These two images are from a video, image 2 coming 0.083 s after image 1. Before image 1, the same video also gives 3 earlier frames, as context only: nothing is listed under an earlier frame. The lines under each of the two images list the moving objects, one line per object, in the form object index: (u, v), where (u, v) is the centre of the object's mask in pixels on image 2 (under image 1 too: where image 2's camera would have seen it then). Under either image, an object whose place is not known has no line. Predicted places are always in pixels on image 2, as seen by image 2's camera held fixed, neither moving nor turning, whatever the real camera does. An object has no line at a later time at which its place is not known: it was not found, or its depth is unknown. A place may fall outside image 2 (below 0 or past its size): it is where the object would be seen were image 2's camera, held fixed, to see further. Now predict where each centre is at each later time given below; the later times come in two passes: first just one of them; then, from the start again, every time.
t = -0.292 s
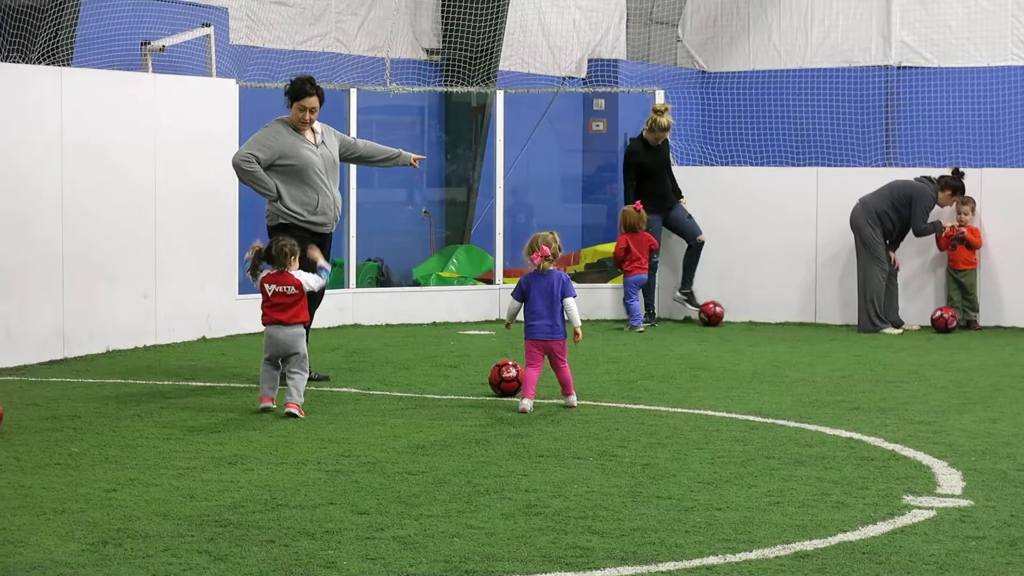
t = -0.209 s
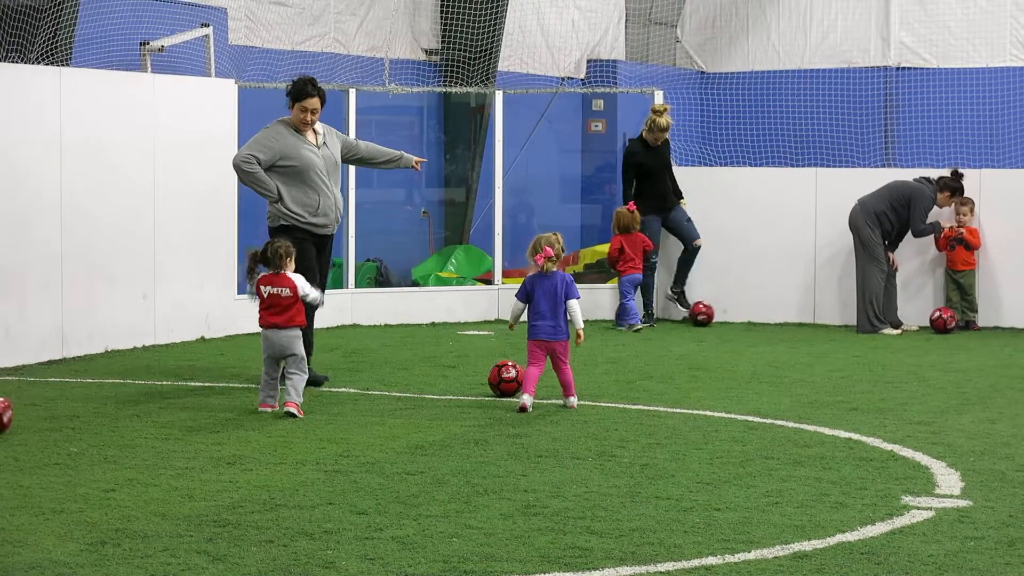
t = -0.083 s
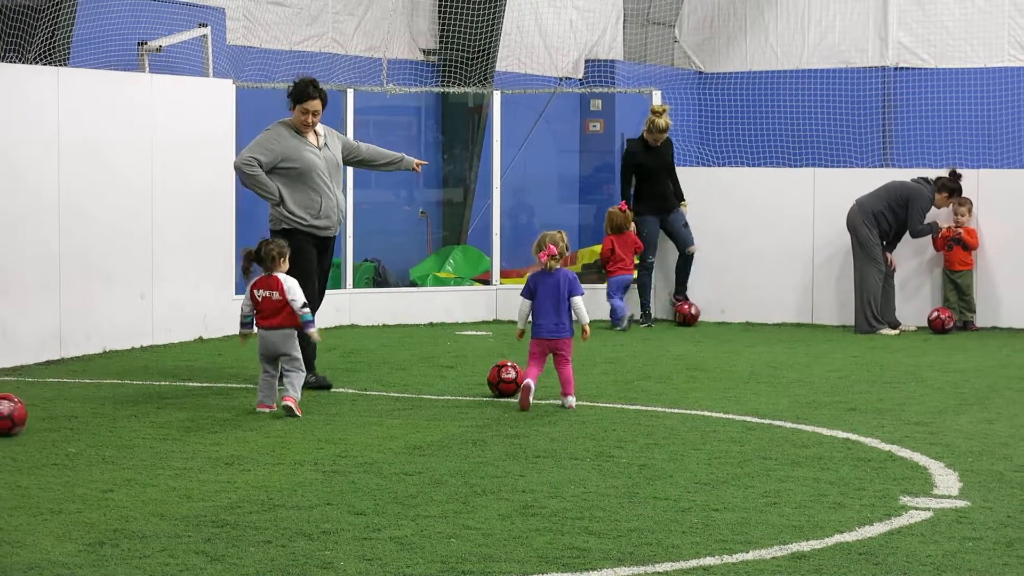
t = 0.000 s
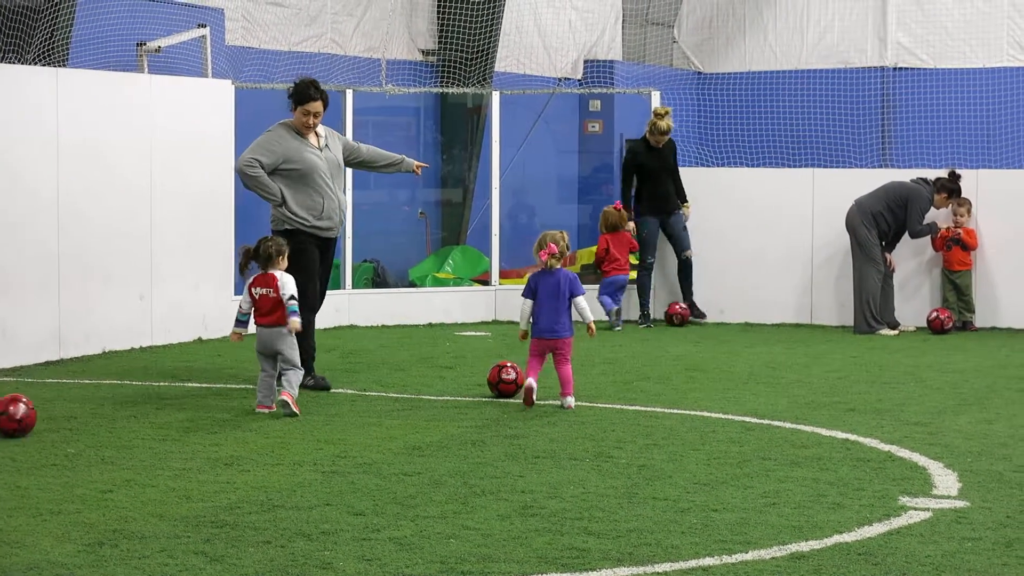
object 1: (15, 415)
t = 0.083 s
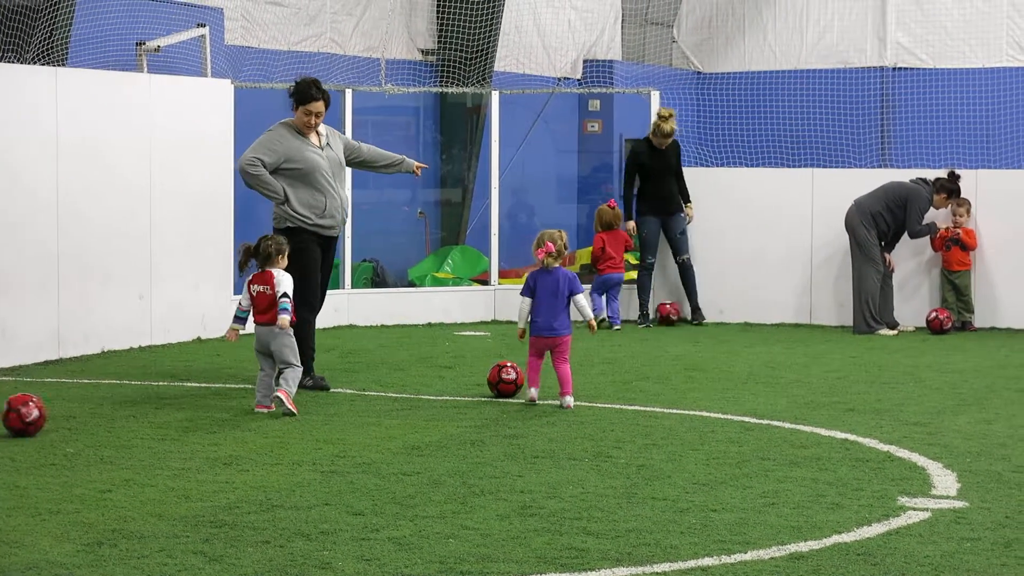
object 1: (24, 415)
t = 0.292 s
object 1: (48, 415)
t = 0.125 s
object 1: (29, 415)
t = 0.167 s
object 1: (34, 415)
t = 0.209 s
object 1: (39, 415)
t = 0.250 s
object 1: (44, 415)
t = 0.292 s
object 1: (48, 415)
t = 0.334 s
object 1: (53, 415)
